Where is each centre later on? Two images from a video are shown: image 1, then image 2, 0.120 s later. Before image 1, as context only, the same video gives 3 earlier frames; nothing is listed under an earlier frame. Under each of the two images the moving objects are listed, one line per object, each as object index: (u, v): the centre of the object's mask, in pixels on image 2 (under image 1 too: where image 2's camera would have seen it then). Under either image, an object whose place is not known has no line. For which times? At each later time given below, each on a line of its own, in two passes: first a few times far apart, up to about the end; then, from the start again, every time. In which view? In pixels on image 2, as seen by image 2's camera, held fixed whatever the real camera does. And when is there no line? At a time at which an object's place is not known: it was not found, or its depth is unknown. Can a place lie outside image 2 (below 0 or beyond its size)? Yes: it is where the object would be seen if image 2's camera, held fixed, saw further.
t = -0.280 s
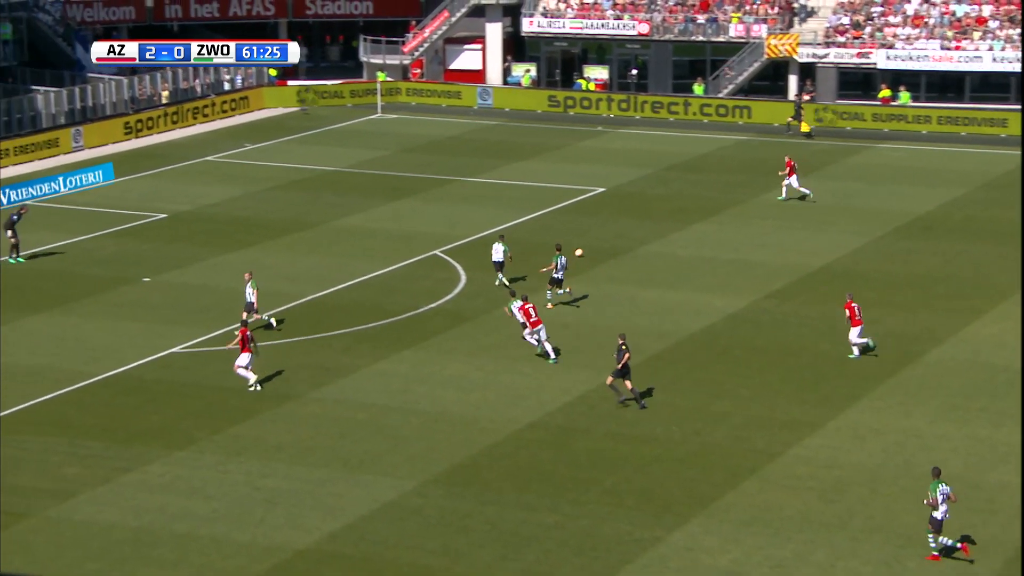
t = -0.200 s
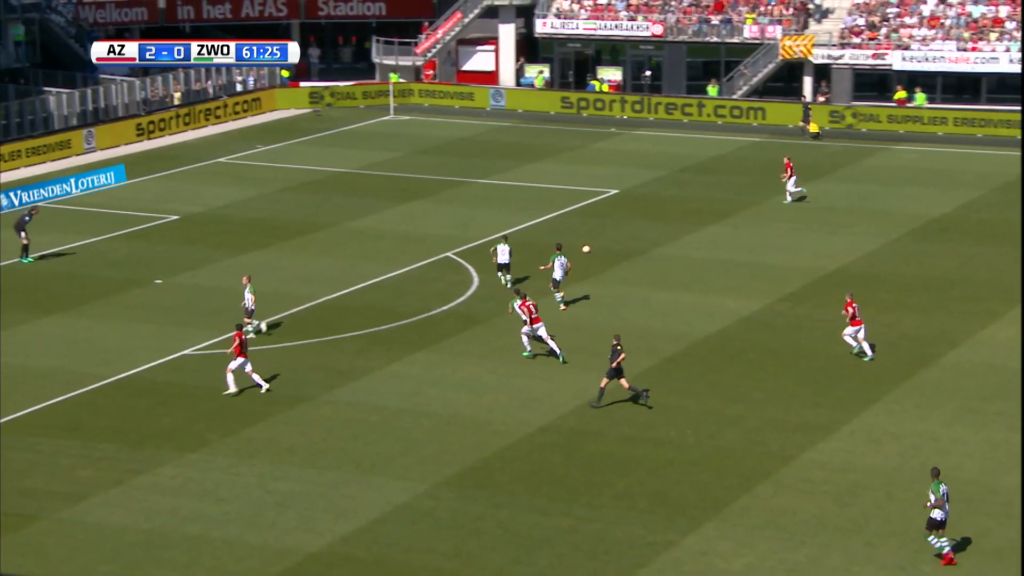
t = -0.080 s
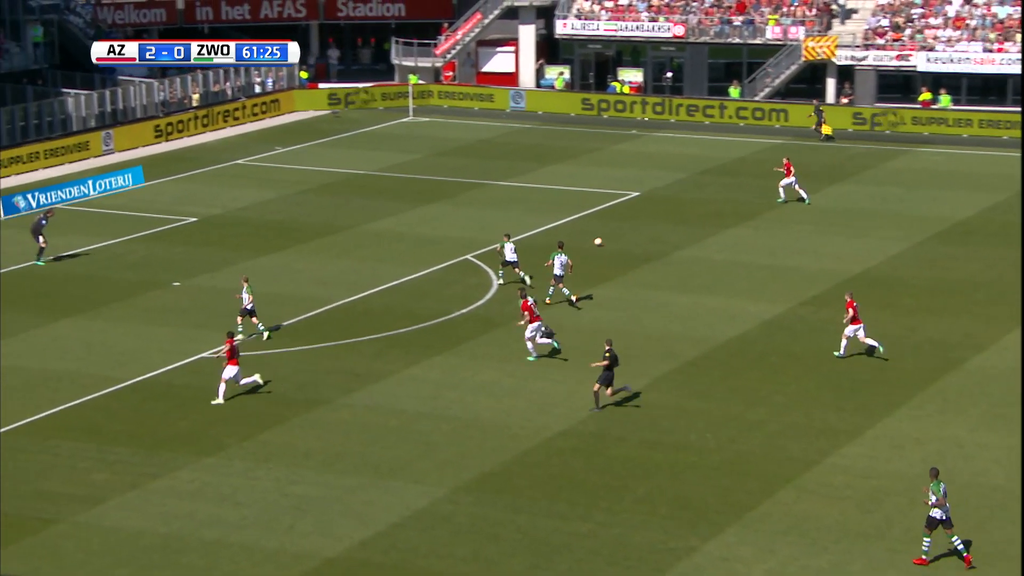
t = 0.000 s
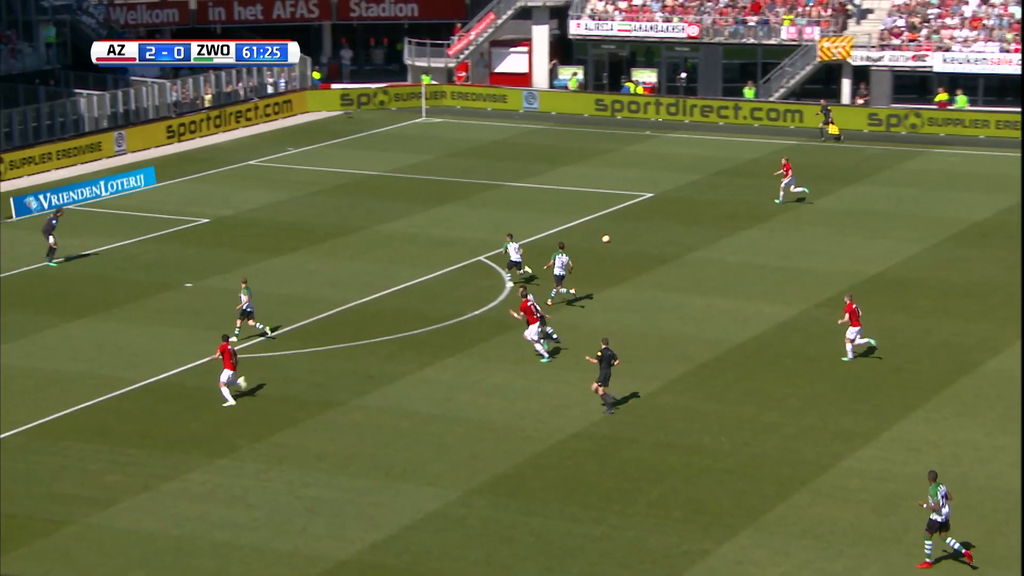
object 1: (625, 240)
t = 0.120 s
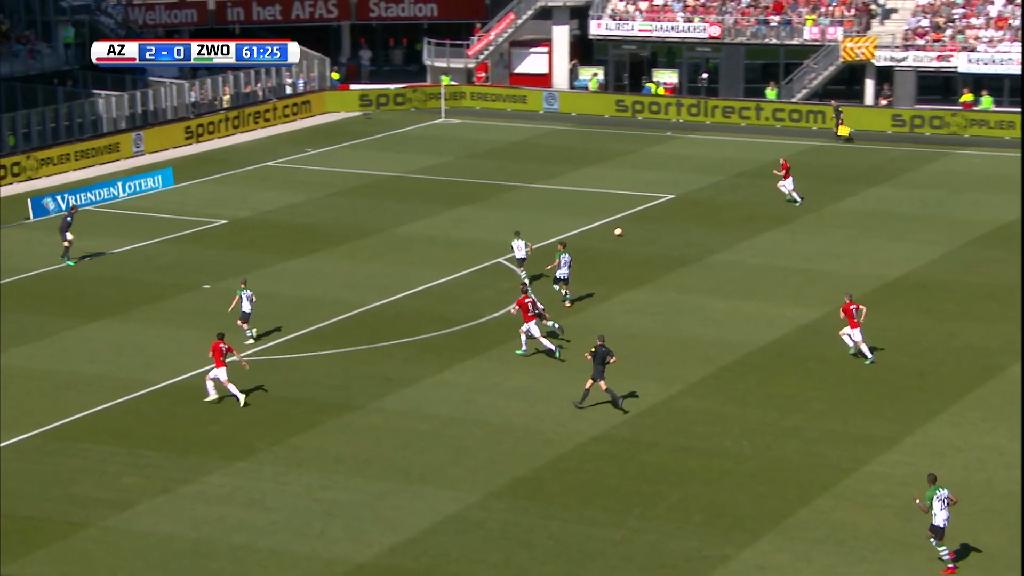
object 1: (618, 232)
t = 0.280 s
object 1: (608, 224)
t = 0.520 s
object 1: (597, 213)
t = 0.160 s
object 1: (615, 230)
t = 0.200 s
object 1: (613, 228)
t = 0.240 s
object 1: (611, 226)
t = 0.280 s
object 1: (608, 224)
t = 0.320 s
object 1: (606, 221)
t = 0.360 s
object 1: (604, 220)
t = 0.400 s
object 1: (602, 218)
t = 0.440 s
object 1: (600, 217)
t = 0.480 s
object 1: (598, 214)
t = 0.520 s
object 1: (597, 213)
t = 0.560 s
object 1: (595, 211)
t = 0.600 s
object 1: (593, 210)
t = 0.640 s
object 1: (591, 209)
